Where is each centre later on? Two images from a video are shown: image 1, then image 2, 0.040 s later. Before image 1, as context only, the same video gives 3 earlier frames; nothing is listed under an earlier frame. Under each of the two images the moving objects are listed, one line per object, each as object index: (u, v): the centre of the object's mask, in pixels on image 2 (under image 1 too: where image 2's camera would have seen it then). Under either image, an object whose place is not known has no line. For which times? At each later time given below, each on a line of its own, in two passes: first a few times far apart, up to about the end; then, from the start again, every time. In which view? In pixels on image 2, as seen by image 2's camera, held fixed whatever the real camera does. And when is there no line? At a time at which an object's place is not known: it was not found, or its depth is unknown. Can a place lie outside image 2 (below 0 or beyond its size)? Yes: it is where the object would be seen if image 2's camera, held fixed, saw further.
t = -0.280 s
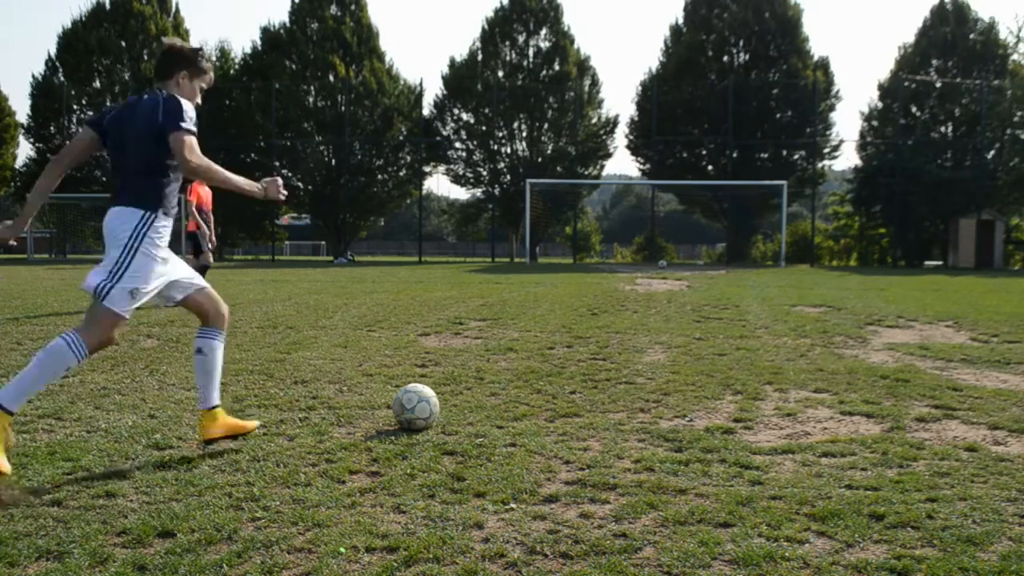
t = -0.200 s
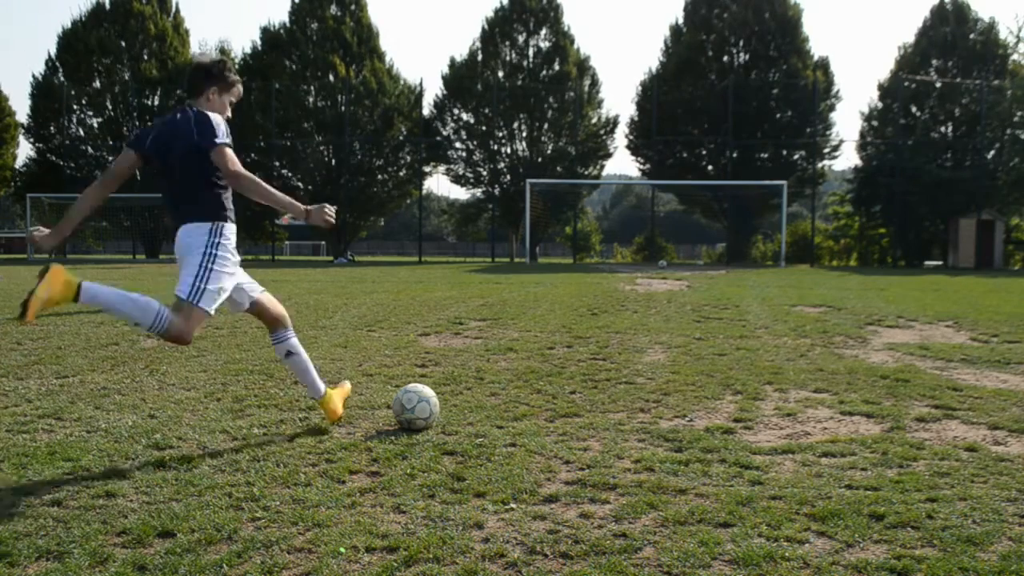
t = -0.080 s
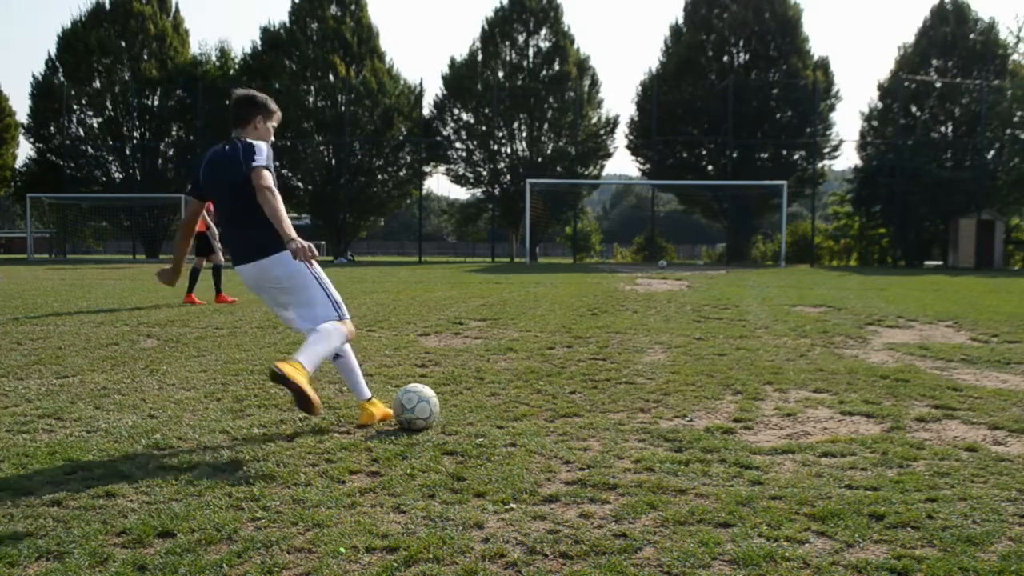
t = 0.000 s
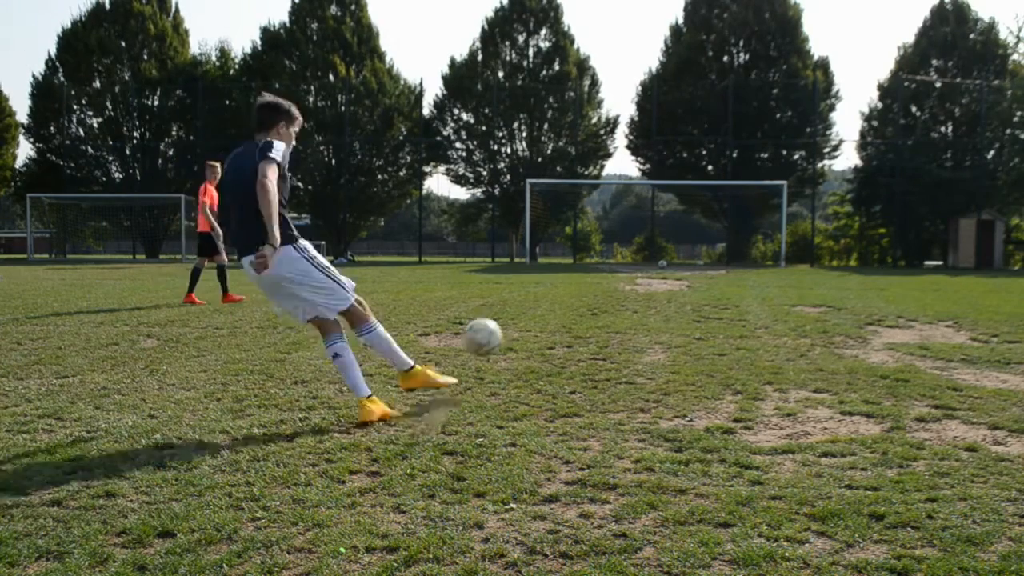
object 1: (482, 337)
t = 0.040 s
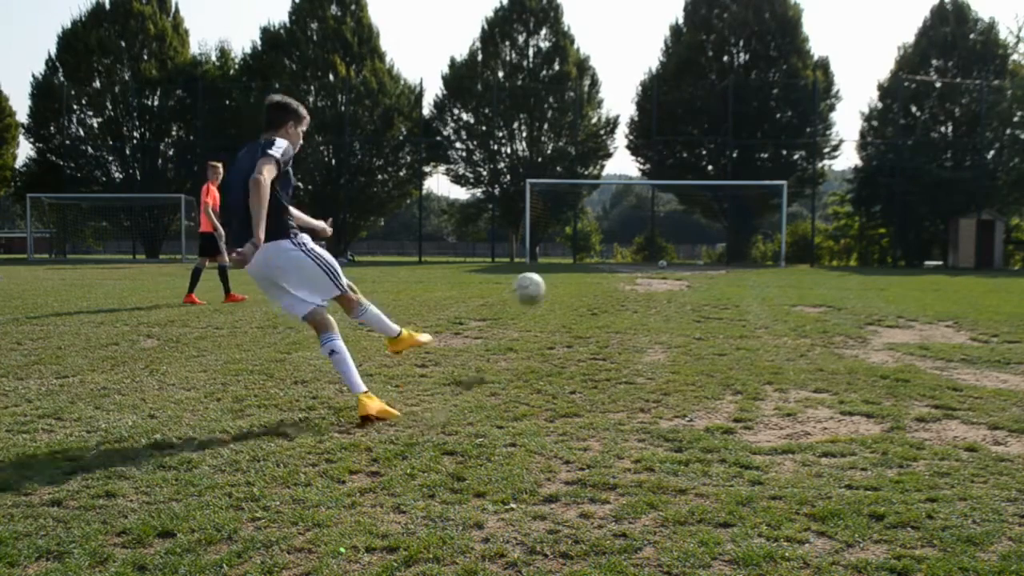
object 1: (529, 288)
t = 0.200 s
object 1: (627, 193)
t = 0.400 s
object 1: (674, 155)
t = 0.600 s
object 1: (690, 152)
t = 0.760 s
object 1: (696, 161)
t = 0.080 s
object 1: (563, 253)
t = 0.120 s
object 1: (589, 228)
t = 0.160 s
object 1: (610, 208)
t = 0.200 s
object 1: (627, 193)
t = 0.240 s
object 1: (642, 183)
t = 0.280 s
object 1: (652, 171)
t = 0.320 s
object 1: (661, 165)
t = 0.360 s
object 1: (668, 159)
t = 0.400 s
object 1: (674, 155)
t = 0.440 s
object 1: (679, 153)
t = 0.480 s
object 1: (682, 152)
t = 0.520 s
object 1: (686, 151)
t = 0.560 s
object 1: (688, 151)
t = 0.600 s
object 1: (690, 152)
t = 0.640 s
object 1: (692, 153)
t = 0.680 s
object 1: (693, 155)
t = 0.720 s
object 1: (695, 158)
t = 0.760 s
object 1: (696, 161)
